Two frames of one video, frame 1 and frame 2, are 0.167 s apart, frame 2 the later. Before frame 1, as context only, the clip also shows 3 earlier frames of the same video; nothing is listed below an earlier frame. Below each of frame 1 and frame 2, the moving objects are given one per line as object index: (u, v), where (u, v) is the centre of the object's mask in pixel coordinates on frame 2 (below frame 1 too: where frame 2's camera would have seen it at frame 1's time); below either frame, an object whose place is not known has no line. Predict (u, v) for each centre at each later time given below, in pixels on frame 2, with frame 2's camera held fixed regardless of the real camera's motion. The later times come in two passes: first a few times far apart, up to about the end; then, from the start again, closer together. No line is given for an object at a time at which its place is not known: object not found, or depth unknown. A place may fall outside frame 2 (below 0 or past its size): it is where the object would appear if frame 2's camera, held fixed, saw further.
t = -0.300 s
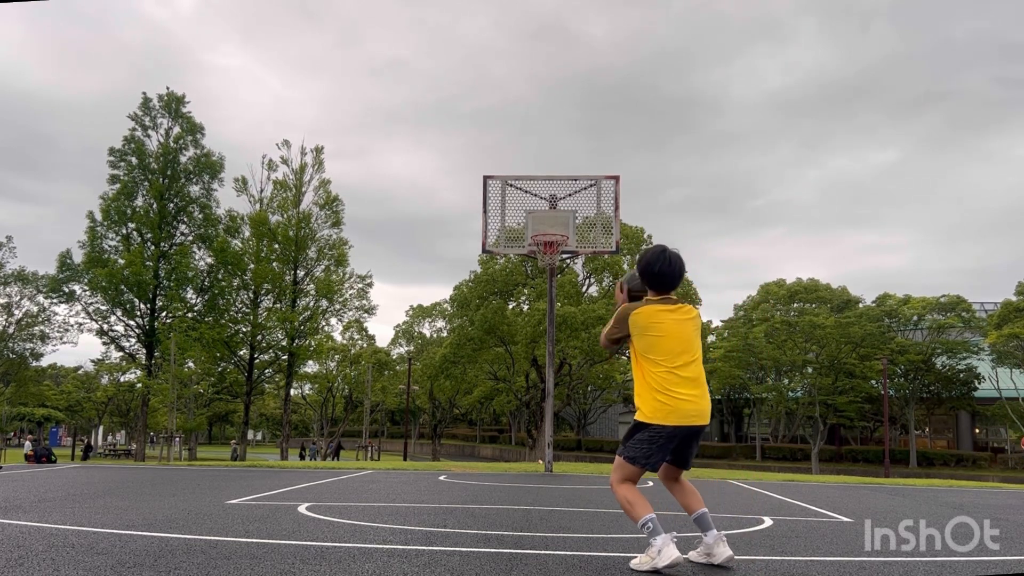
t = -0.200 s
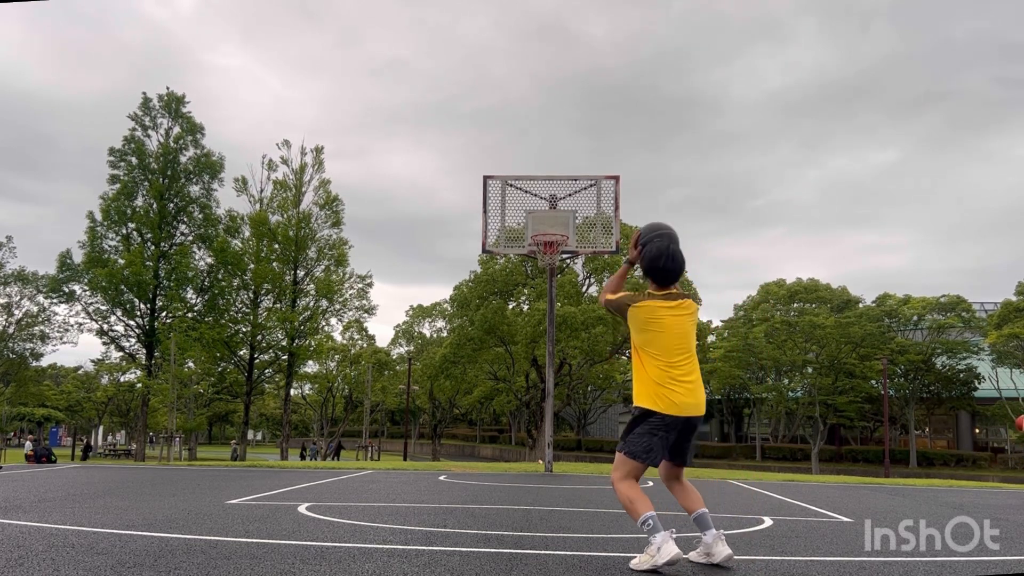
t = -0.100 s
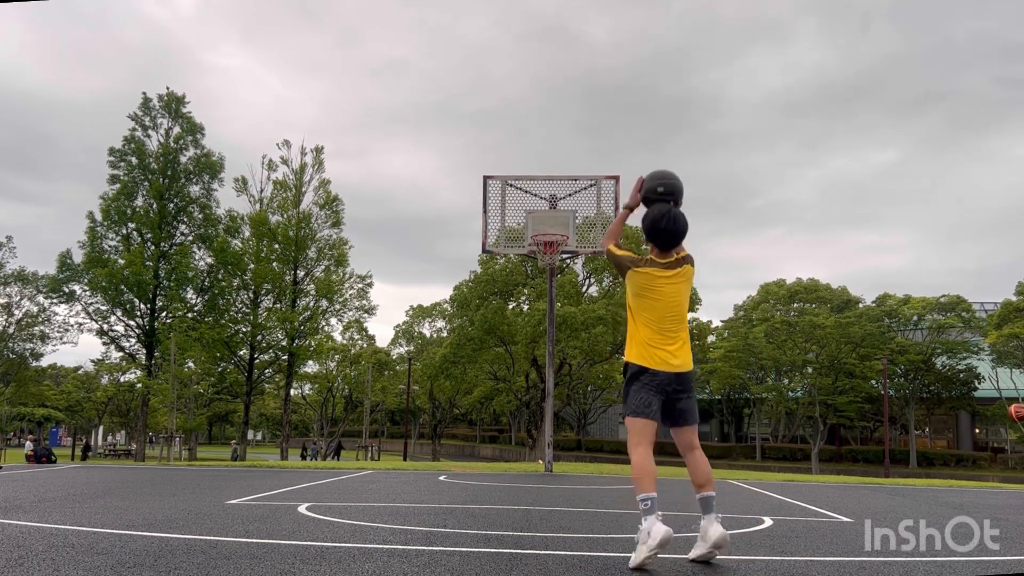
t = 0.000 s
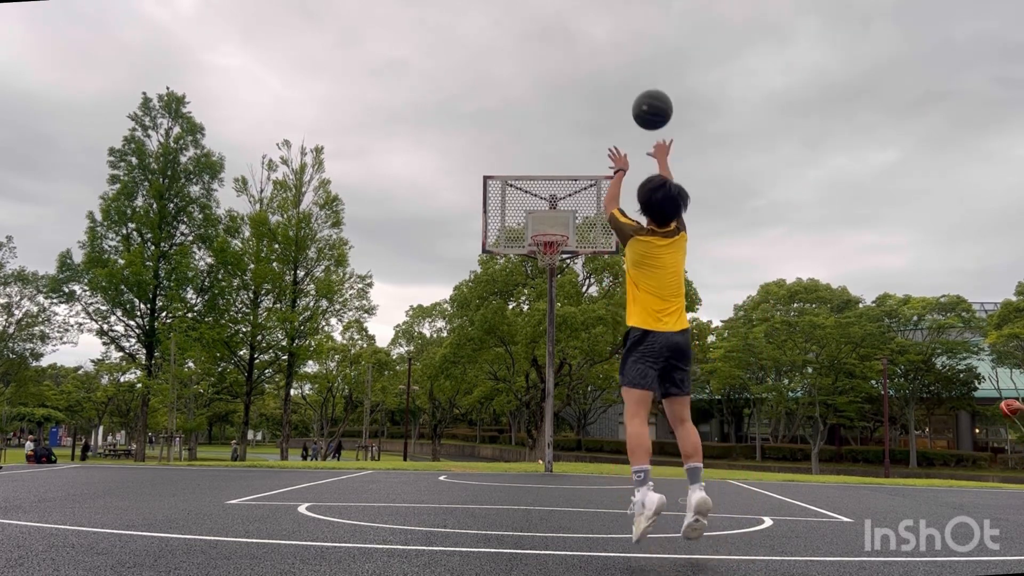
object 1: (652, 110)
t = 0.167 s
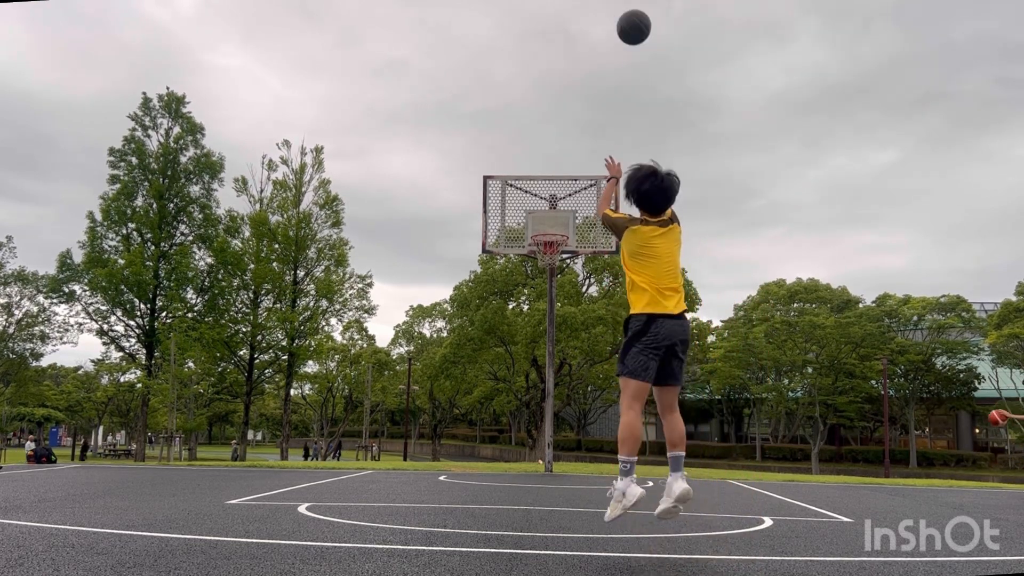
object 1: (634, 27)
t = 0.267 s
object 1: (624, 9)
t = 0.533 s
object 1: (606, 11)
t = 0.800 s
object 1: (592, 73)
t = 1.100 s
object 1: (580, 191)
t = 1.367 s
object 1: (621, 257)
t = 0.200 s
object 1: (631, 18)
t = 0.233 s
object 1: (628, 13)
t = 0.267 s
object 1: (624, 9)
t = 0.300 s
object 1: (622, 8)
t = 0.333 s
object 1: (619, 6)
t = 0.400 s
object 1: (614, 6)
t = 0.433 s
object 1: (612, 6)
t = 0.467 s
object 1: (610, 7)
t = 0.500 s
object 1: (608, 8)
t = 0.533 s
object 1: (606, 11)
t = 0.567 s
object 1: (604, 15)
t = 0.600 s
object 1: (602, 21)
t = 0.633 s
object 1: (601, 28)
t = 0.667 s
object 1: (599, 35)
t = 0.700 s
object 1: (597, 44)
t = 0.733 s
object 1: (596, 53)
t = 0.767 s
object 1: (594, 63)
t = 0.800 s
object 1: (592, 73)
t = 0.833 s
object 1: (591, 84)
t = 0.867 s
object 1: (590, 96)
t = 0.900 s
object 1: (588, 108)
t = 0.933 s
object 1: (587, 121)
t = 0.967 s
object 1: (585, 134)
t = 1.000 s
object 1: (584, 148)
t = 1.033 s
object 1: (582, 162)
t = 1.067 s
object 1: (581, 176)
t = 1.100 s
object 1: (580, 191)
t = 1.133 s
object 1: (578, 207)
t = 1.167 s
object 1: (576, 222)
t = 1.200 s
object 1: (577, 235)
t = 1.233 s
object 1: (586, 240)
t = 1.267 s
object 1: (595, 246)
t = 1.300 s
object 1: (604, 251)
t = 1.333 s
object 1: (612, 253)
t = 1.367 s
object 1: (621, 257)
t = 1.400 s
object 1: (629, 260)
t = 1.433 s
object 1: (638, 266)
